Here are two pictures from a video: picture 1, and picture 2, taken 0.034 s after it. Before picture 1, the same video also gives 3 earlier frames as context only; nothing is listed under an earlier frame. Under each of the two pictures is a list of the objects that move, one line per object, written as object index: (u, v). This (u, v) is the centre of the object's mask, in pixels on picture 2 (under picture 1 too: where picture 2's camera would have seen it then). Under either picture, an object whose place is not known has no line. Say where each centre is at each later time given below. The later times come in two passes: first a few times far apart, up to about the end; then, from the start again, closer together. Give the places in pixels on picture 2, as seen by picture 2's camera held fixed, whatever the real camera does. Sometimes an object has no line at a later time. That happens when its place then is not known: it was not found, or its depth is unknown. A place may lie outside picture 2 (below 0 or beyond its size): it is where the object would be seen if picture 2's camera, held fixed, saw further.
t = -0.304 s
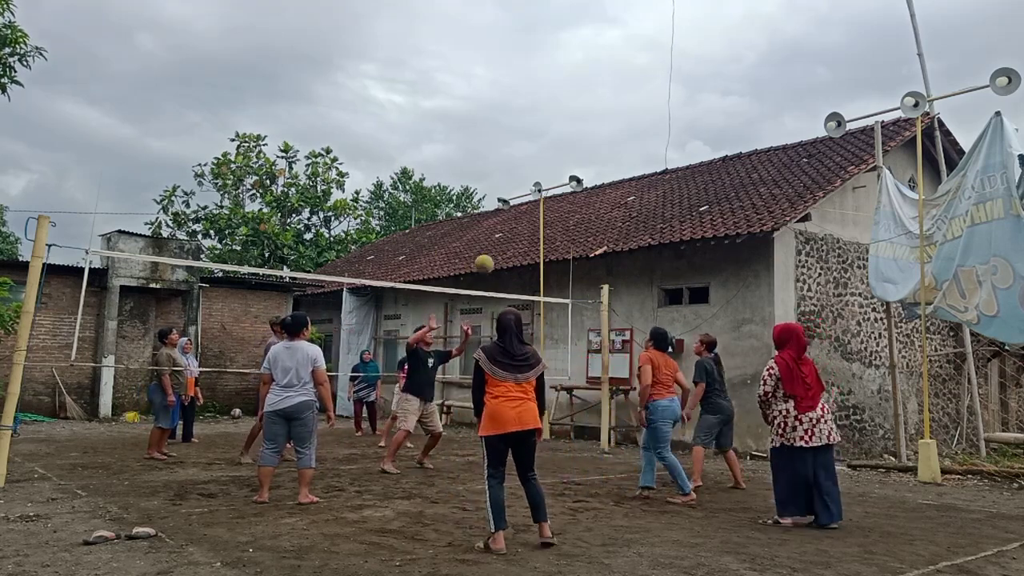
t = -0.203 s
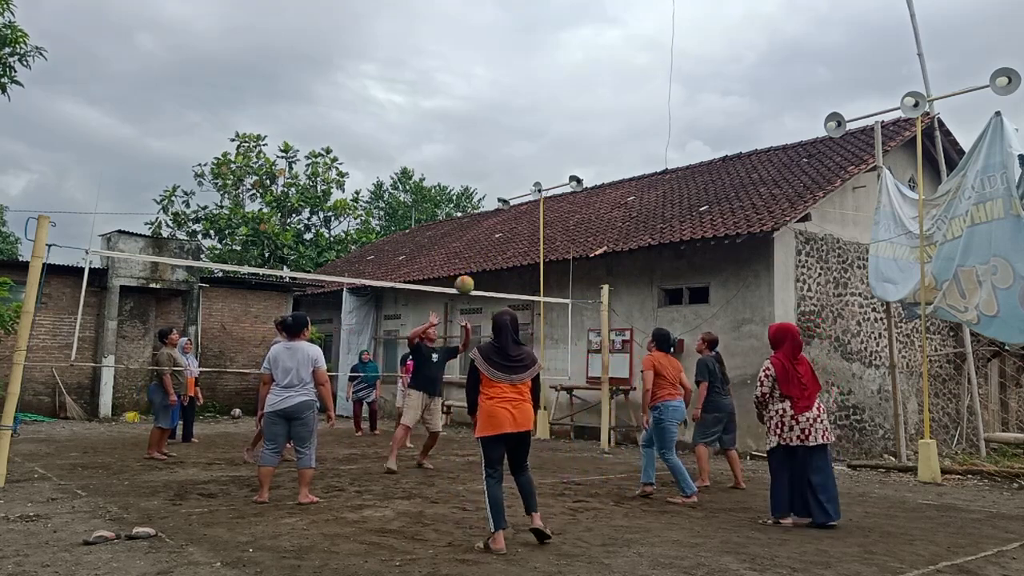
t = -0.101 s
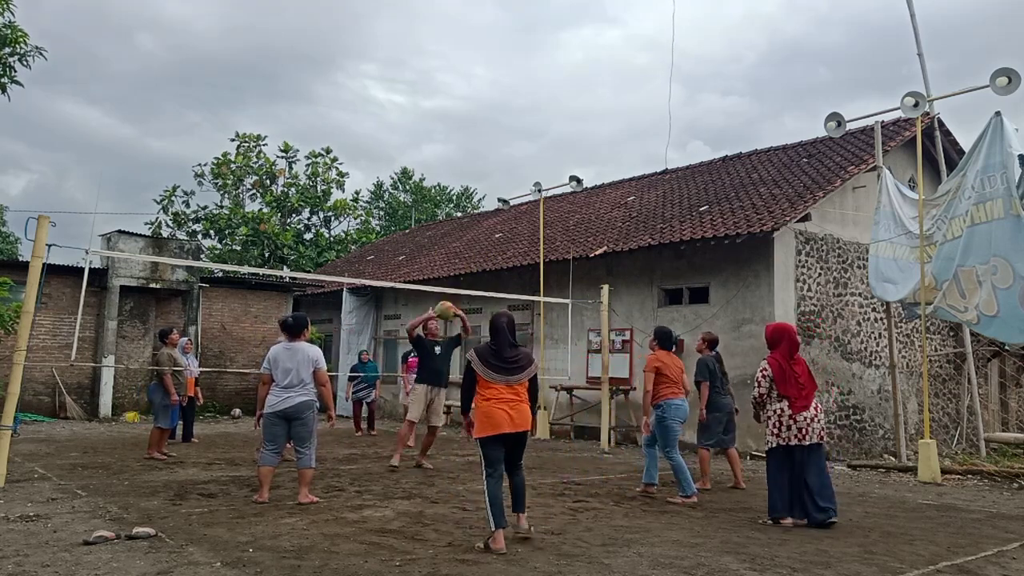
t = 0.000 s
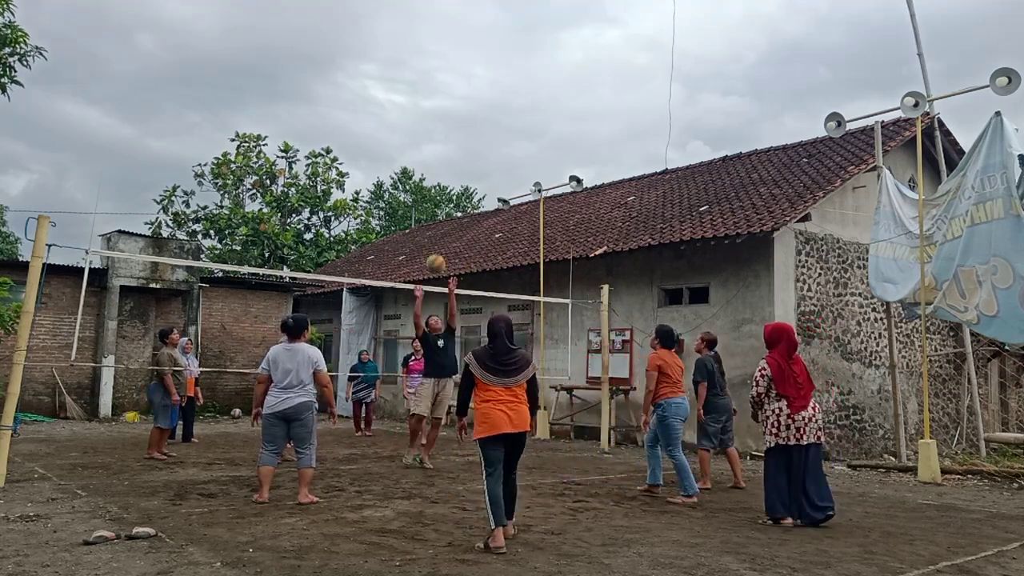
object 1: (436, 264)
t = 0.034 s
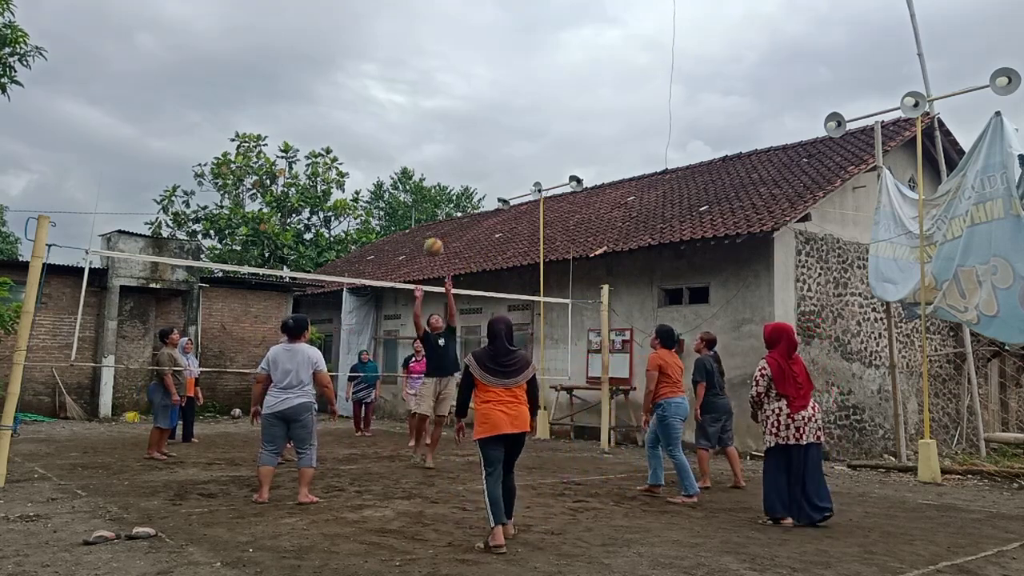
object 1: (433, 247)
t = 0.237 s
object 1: (420, 167)
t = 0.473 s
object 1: (404, 117)
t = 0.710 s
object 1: (387, 117)
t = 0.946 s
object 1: (367, 171)
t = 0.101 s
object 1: (429, 216)
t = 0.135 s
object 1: (427, 201)
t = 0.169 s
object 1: (425, 189)
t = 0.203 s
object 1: (423, 177)
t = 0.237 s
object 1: (420, 167)
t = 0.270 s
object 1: (418, 157)
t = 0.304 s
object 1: (415, 148)
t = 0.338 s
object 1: (413, 140)
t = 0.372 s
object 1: (411, 132)
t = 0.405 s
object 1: (409, 126)
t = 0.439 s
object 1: (407, 121)
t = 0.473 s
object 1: (404, 117)
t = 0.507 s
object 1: (402, 114)
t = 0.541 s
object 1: (400, 112)
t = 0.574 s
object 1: (397, 111)
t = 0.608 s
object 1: (395, 111)
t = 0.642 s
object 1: (392, 112)
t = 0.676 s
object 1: (390, 114)
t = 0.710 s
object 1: (387, 117)
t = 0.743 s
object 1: (384, 122)
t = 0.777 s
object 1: (381, 127)
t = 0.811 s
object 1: (379, 133)
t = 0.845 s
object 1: (376, 141)
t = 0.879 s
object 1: (373, 150)
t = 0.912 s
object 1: (370, 160)
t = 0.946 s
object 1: (367, 171)
